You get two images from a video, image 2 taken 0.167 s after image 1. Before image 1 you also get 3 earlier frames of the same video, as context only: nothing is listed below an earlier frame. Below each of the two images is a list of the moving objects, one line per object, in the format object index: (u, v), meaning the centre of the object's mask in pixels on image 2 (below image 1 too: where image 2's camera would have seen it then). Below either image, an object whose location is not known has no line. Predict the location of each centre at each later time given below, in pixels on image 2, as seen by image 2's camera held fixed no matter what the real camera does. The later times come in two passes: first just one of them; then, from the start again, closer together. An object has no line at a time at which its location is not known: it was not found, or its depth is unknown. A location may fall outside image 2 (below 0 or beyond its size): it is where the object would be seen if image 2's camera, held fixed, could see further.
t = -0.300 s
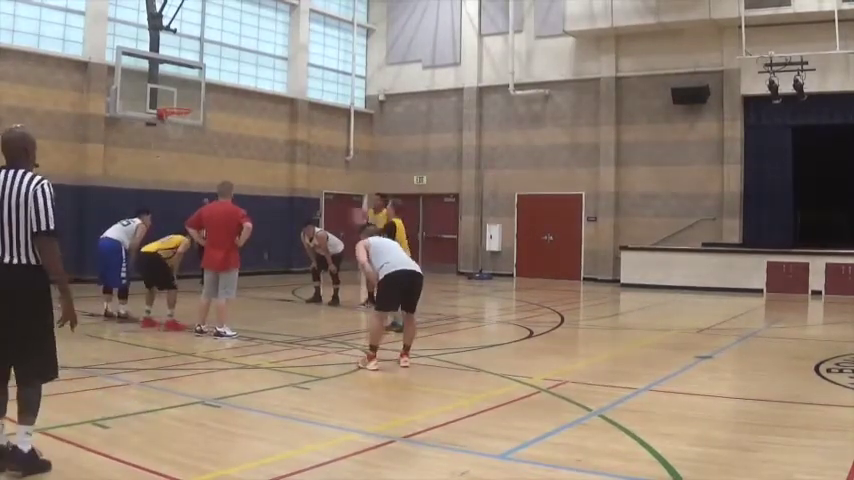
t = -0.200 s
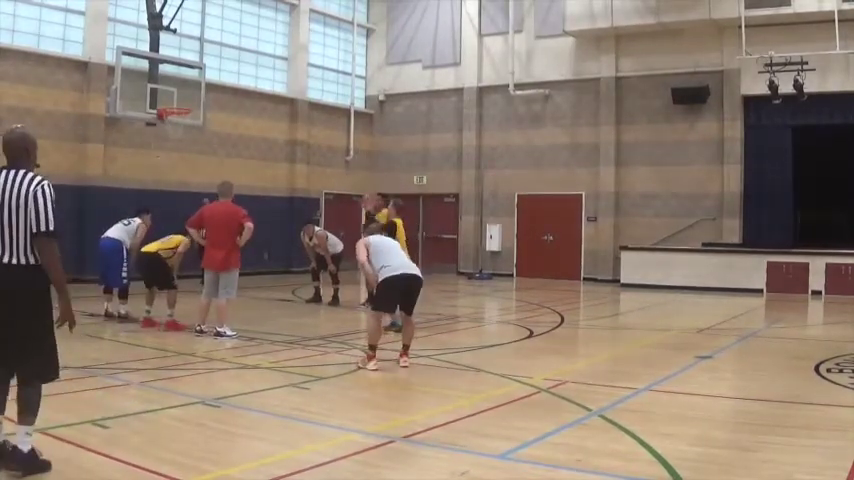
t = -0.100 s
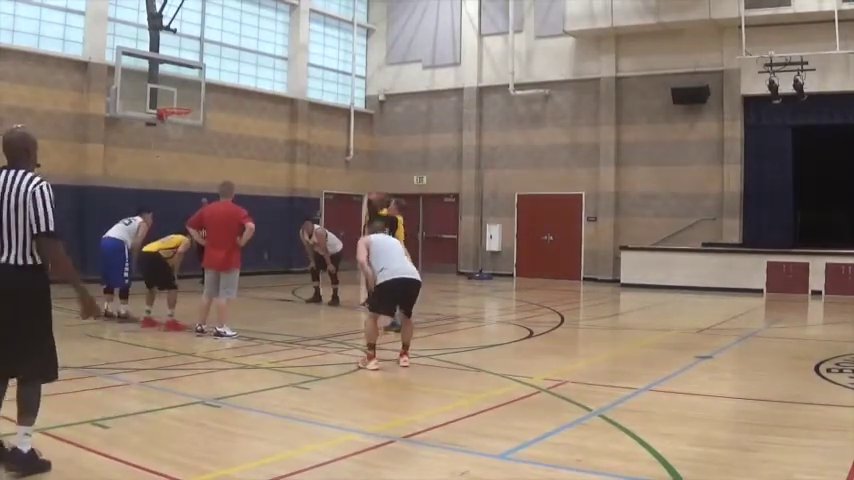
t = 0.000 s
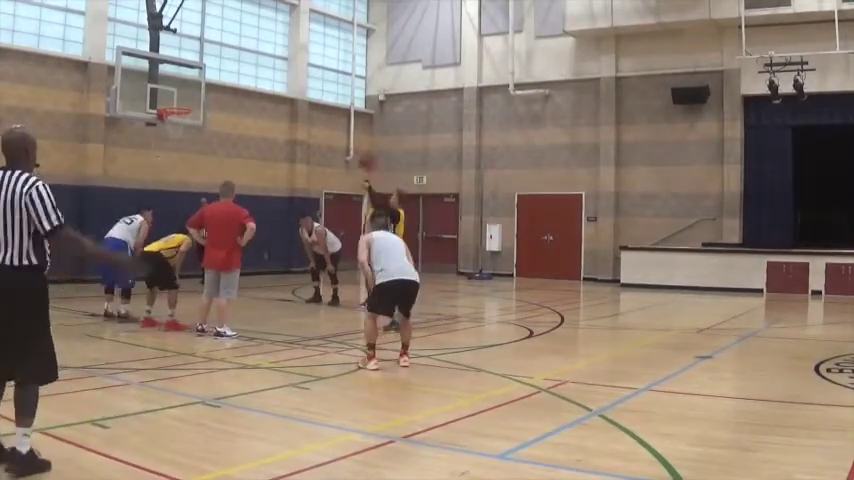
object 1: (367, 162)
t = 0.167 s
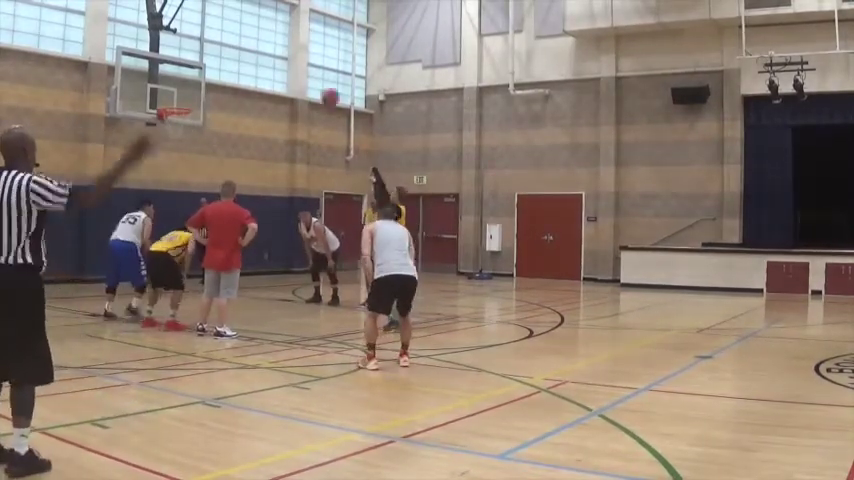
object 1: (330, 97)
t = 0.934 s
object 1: (197, 90)
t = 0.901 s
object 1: (201, 81)
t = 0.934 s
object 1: (197, 90)
